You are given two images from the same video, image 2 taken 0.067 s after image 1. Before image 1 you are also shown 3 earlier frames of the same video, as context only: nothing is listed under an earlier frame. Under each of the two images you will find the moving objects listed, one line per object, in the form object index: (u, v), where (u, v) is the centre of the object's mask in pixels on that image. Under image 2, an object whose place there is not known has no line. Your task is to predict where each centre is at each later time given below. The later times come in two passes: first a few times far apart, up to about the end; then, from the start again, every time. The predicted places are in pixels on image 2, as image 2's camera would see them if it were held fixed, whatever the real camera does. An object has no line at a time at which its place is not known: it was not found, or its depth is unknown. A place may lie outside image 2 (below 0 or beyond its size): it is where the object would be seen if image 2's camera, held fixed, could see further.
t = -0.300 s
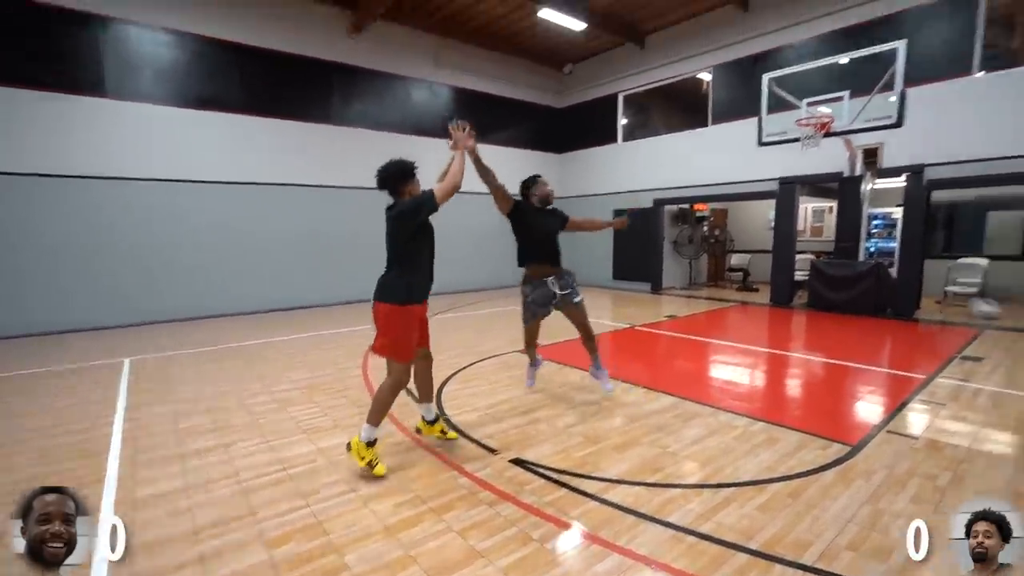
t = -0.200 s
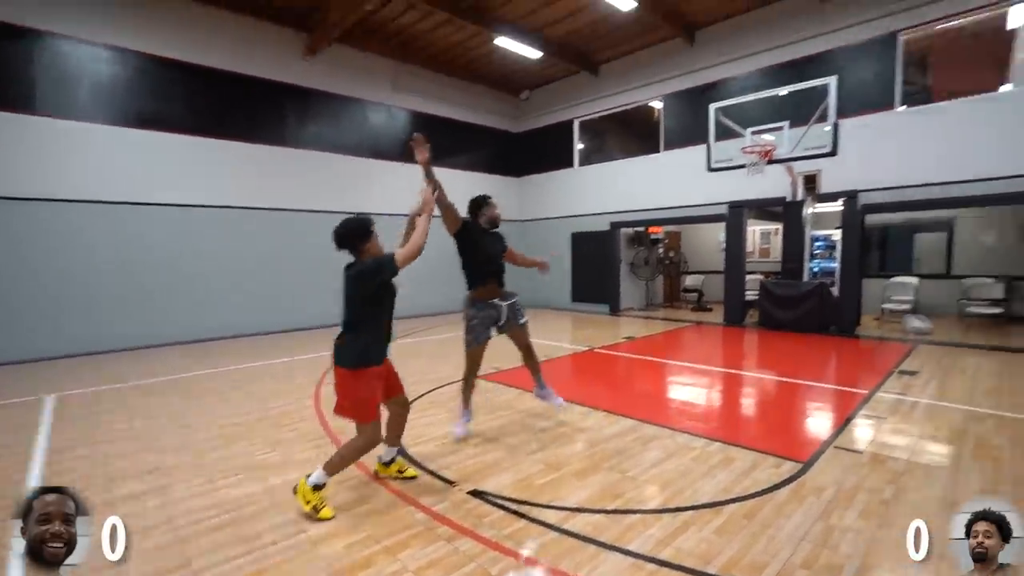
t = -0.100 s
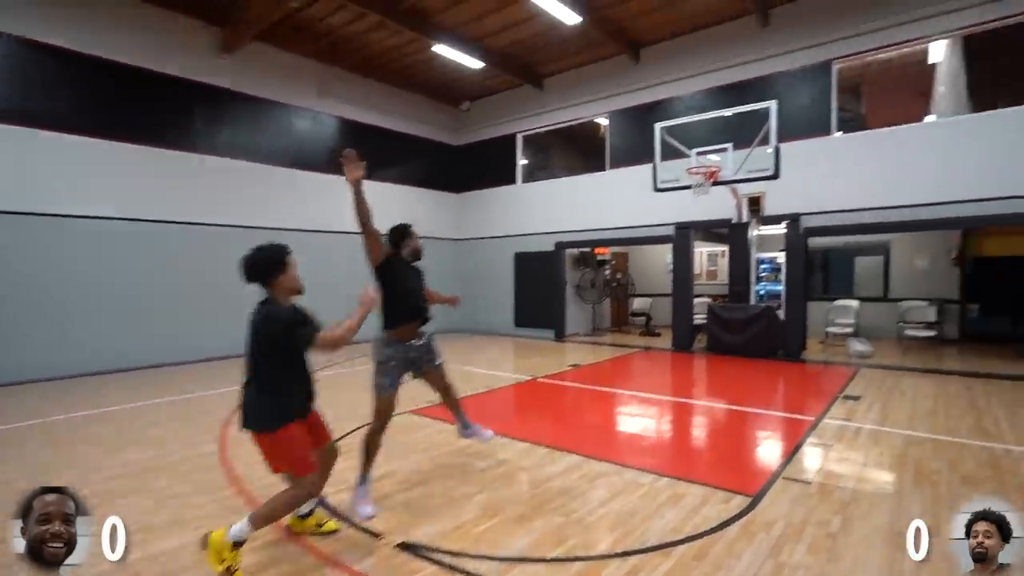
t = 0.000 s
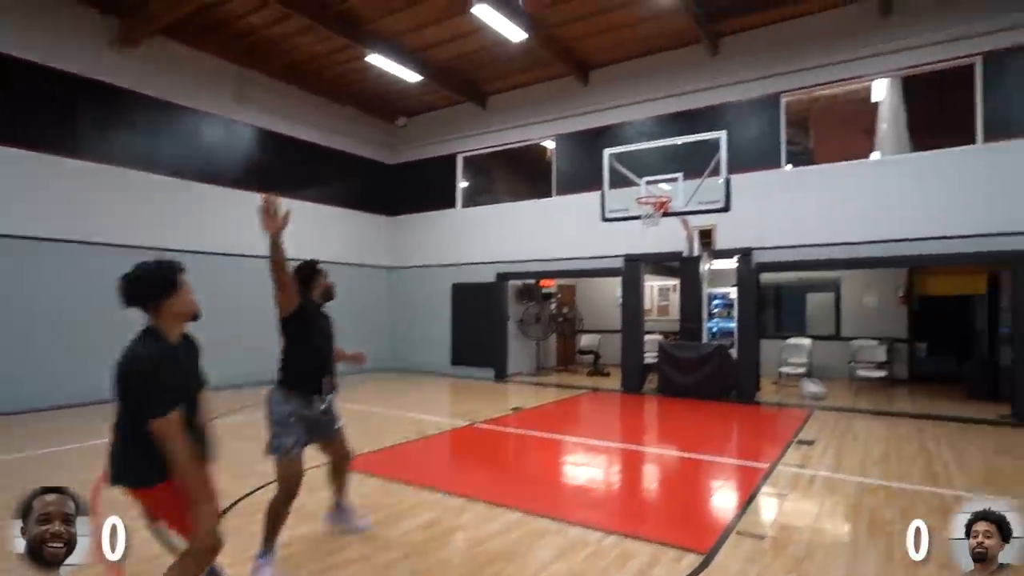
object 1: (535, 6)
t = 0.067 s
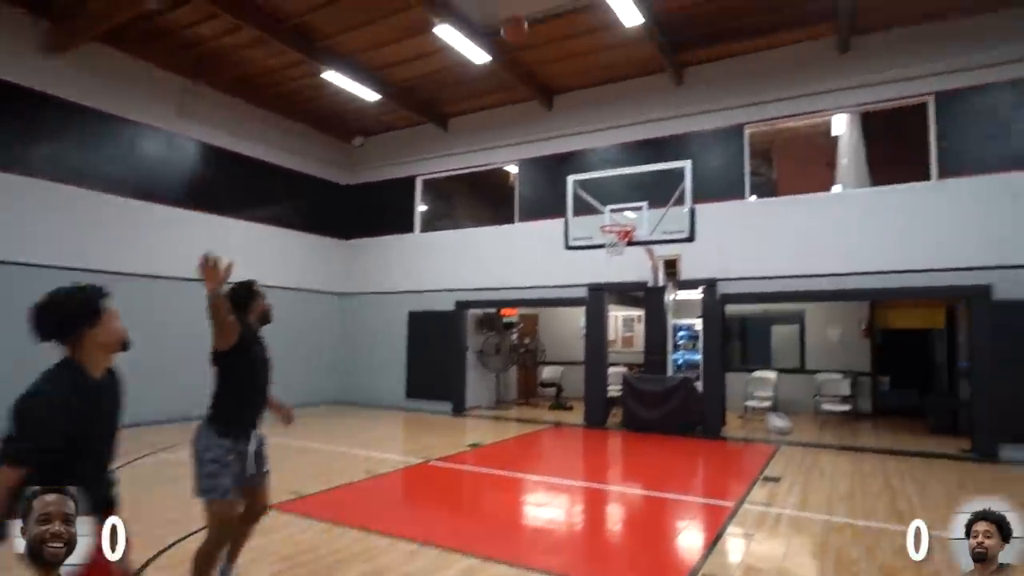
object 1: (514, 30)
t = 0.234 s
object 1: (550, 63)
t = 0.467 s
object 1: (590, 137)
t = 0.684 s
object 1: (618, 221)
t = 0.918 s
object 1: (600, 192)
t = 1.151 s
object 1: (570, 190)
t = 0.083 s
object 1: (519, 33)
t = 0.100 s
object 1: (522, 35)
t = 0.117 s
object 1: (526, 38)
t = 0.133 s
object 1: (530, 42)
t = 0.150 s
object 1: (533, 46)
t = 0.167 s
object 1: (537, 49)
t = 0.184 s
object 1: (540, 53)
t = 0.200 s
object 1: (544, 56)
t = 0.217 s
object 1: (547, 61)
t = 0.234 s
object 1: (550, 63)
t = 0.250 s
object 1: (554, 69)
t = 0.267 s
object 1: (556, 72)
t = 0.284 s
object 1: (559, 76)
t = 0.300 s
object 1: (563, 84)
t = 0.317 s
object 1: (566, 87)
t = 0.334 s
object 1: (568, 92)
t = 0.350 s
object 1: (571, 97)
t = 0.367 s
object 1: (574, 102)
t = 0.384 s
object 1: (577, 107)
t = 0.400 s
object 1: (580, 114)
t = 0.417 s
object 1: (583, 119)
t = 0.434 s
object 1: (585, 125)
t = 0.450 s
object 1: (588, 131)
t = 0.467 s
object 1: (590, 137)
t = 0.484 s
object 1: (593, 143)
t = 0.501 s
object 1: (595, 147)
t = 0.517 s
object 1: (595, 151)
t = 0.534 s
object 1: (598, 158)
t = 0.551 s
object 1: (601, 166)
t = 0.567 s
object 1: (603, 173)
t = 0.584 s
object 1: (605, 179)
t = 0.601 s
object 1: (608, 185)
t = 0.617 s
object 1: (609, 191)
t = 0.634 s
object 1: (612, 199)
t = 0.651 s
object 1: (614, 207)
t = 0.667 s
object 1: (616, 214)
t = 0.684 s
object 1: (618, 221)
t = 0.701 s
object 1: (620, 221)
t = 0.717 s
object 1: (619, 220)
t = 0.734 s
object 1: (617, 220)
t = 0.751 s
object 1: (616, 218)
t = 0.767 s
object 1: (615, 215)
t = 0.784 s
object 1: (614, 212)
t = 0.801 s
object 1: (612, 209)
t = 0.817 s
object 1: (610, 206)
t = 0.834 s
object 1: (609, 204)
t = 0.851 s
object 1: (607, 200)
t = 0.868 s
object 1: (605, 198)
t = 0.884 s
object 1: (603, 195)
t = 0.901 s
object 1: (601, 194)
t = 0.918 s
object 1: (600, 192)
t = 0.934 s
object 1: (599, 190)
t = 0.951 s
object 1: (595, 187)
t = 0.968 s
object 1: (594, 187)
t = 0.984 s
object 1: (591, 185)
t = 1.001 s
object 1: (588, 183)
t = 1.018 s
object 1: (588, 184)
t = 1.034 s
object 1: (586, 185)
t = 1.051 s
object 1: (584, 185)
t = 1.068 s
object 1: (582, 185)
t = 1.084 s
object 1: (580, 185)
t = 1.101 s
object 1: (577, 187)
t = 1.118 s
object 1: (576, 187)
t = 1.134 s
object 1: (573, 189)
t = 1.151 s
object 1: (570, 190)
